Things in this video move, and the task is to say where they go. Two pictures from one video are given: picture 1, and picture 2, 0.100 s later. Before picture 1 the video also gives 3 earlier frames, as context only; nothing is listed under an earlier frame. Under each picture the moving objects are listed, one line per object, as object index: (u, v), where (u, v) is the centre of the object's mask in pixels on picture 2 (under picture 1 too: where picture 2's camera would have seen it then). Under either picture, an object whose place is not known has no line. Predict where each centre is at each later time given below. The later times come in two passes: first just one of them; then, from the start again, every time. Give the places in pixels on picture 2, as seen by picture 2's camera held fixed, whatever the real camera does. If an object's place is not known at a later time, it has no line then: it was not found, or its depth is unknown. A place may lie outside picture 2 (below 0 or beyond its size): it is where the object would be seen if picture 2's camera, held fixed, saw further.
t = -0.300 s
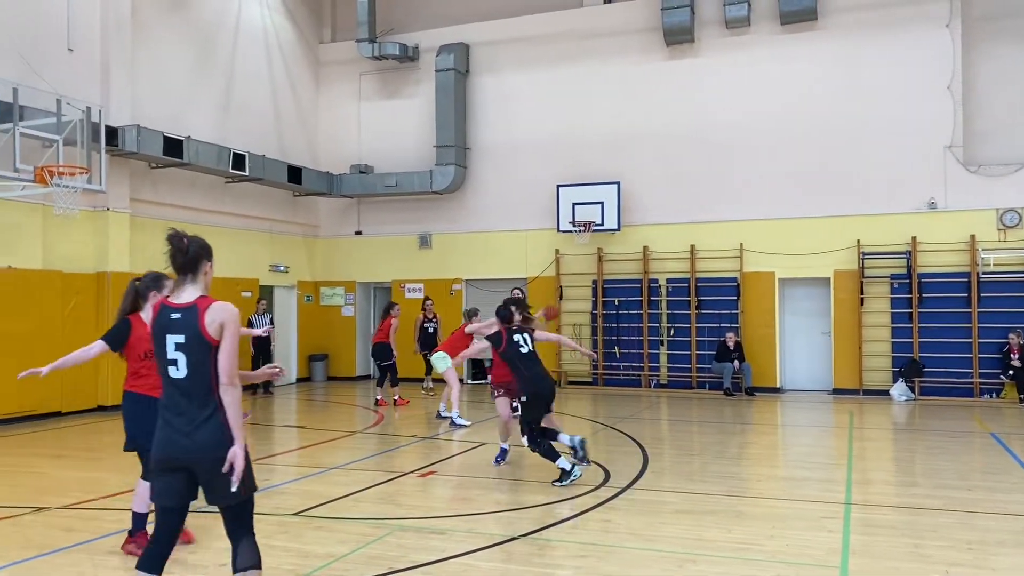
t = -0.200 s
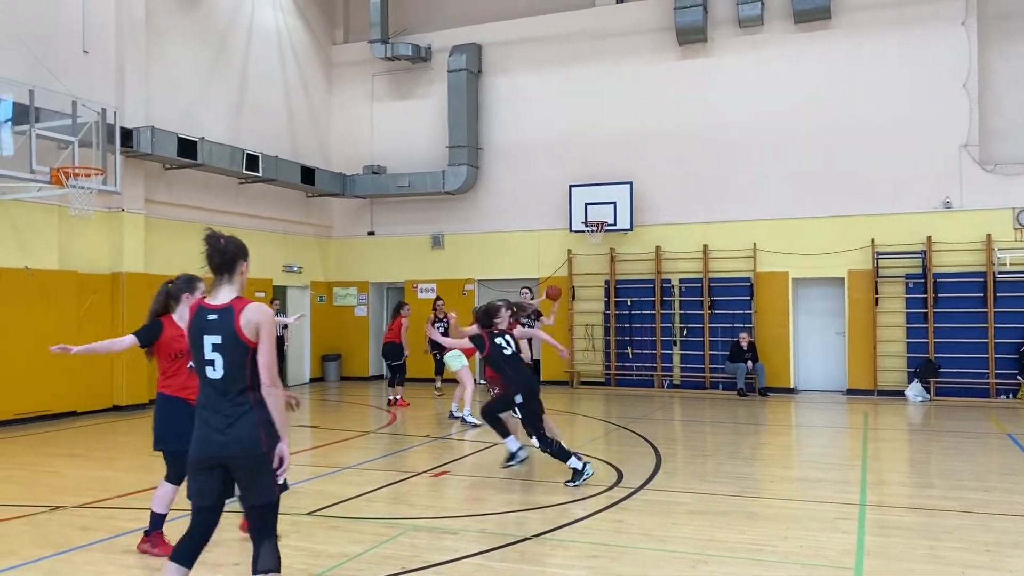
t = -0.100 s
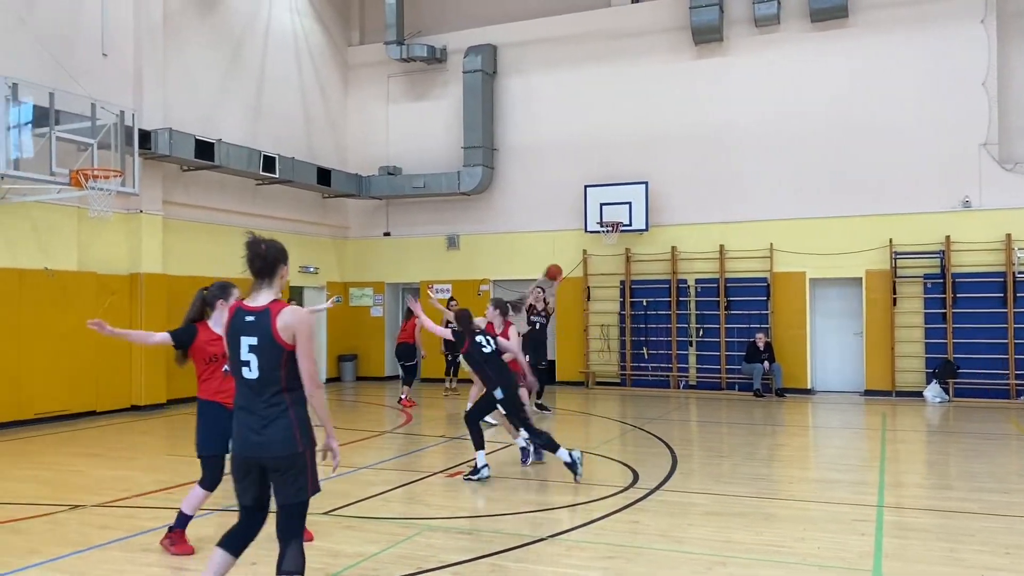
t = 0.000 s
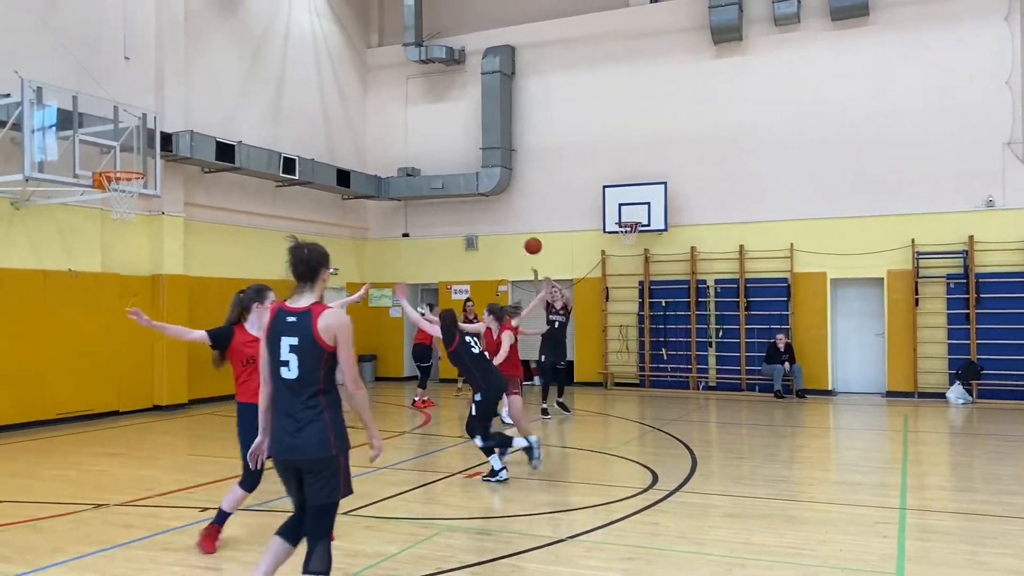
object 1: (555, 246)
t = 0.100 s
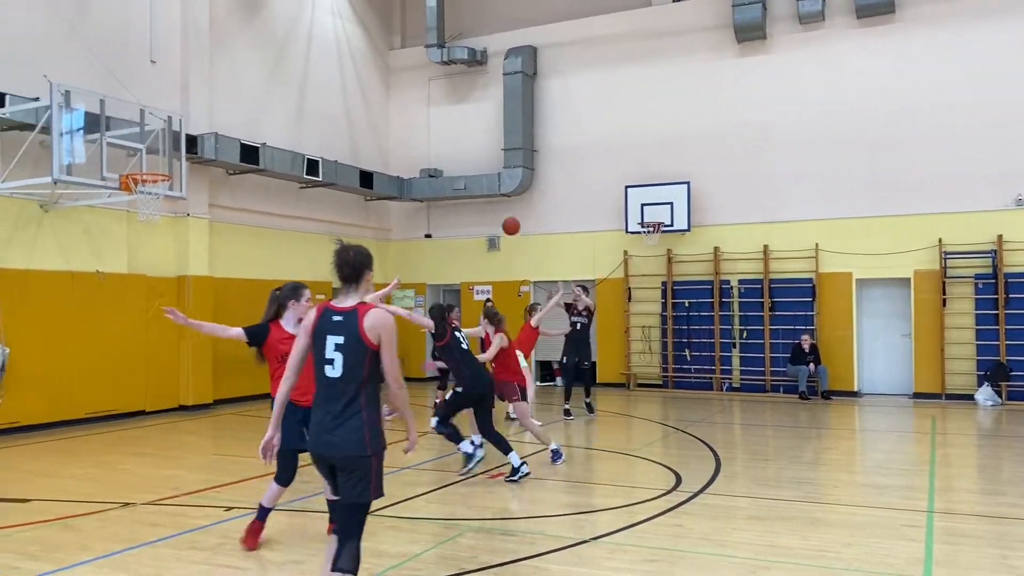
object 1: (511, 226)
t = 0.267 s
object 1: (431, 207)
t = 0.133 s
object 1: (495, 220)
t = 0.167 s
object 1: (480, 216)
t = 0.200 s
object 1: (464, 212)
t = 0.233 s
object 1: (448, 210)
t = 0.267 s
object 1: (431, 207)
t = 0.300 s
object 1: (414, 206)
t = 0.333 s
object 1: (396, 205)
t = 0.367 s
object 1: (378, 206)
